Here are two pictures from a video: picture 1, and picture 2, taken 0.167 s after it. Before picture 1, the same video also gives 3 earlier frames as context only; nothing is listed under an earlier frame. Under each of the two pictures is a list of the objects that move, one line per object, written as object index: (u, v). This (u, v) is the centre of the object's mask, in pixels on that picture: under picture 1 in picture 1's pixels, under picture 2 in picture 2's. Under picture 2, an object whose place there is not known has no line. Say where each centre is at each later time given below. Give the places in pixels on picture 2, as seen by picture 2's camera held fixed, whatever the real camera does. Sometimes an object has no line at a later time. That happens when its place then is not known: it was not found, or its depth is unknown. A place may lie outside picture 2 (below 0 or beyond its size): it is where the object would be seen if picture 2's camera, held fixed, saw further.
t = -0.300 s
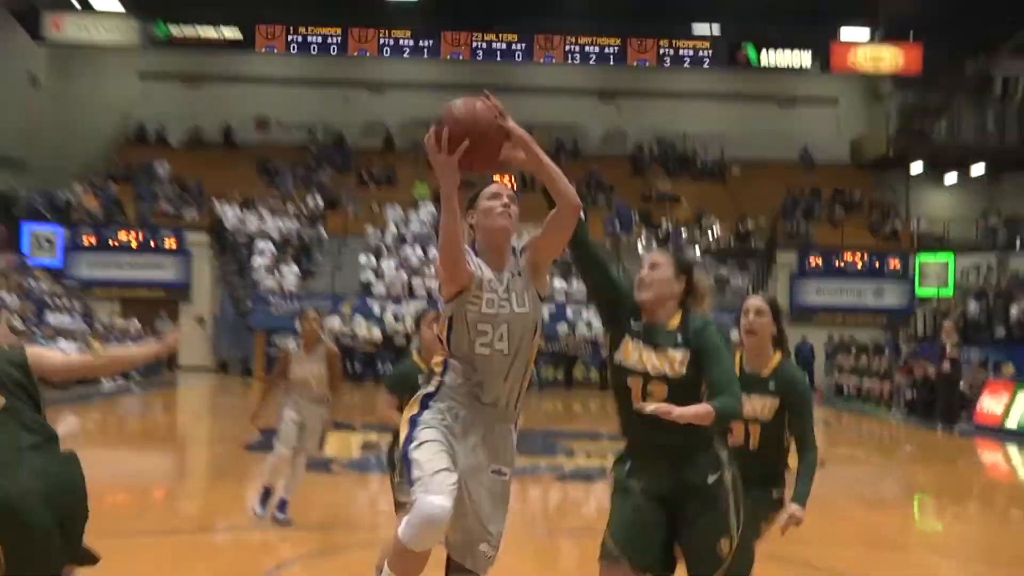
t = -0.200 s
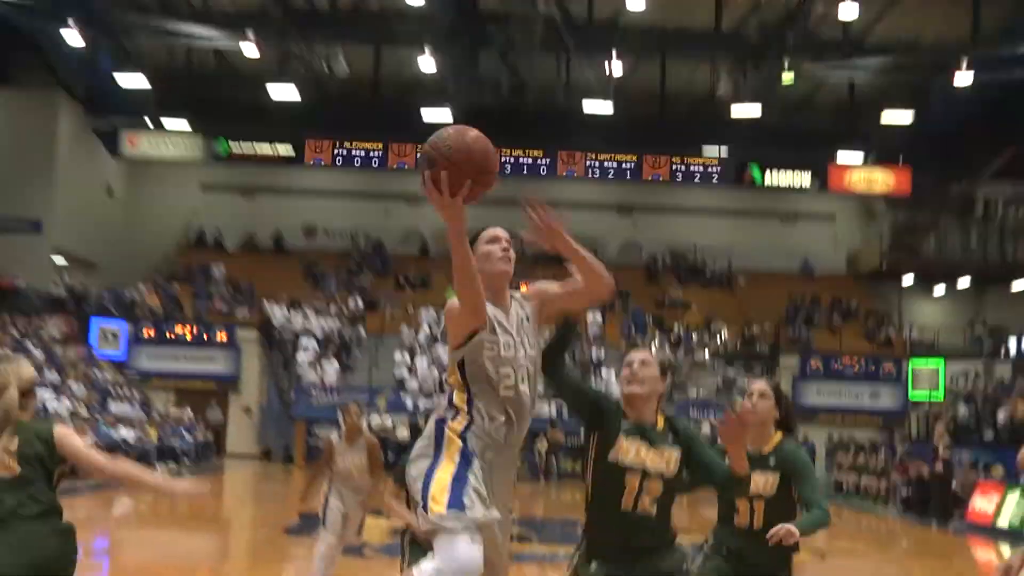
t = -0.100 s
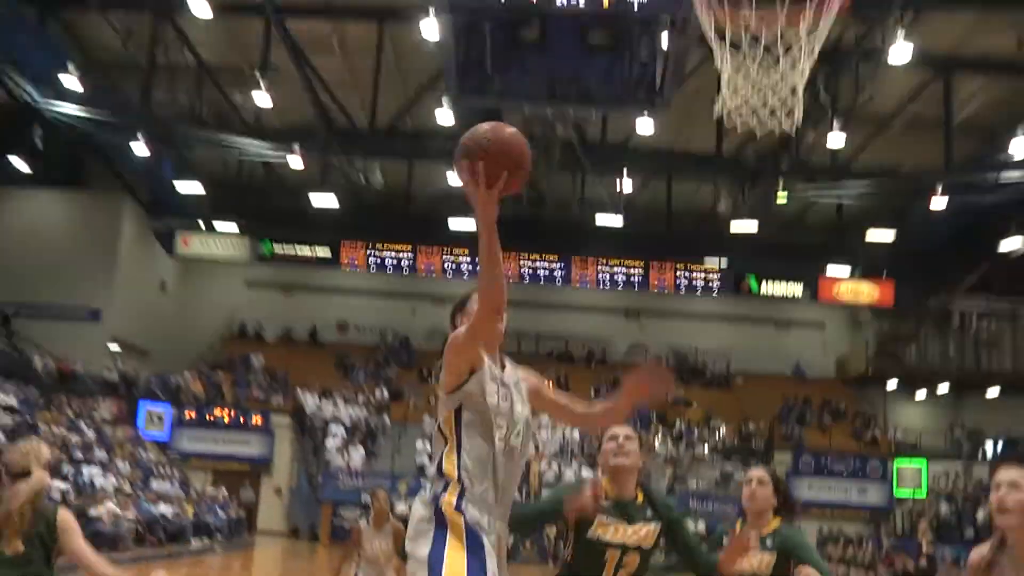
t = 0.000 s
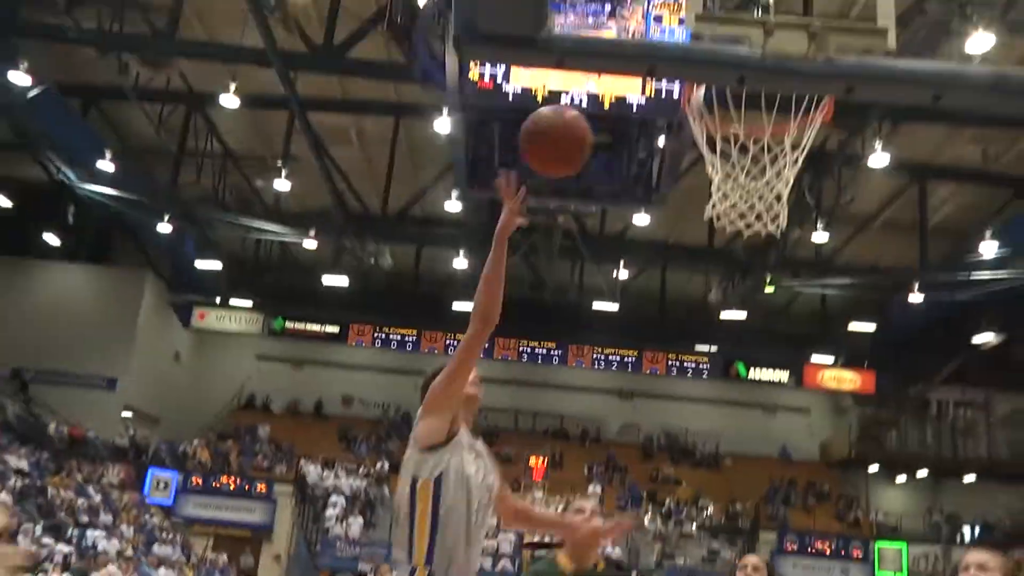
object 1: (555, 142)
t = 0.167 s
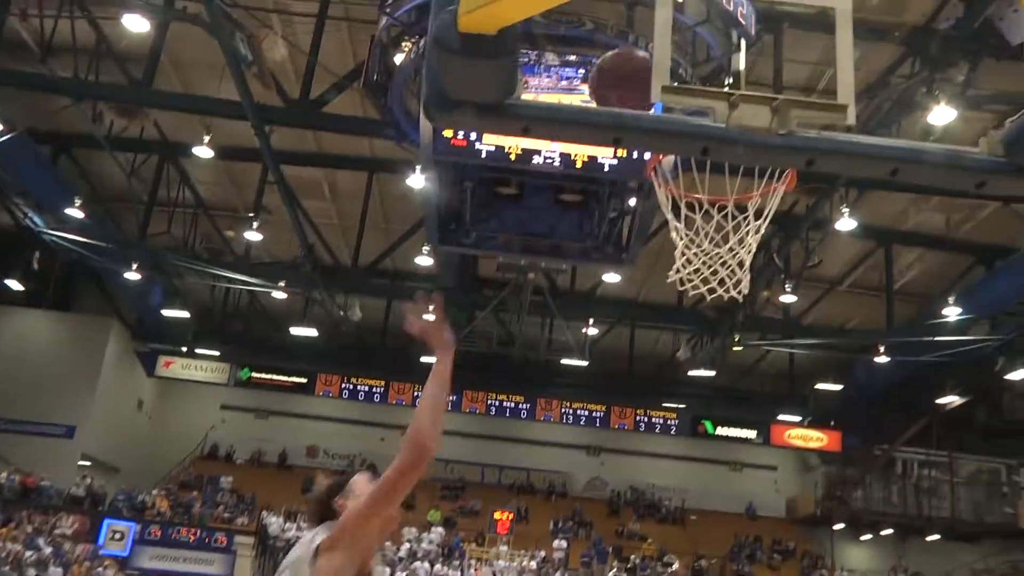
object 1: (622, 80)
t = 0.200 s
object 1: (630, 63)
